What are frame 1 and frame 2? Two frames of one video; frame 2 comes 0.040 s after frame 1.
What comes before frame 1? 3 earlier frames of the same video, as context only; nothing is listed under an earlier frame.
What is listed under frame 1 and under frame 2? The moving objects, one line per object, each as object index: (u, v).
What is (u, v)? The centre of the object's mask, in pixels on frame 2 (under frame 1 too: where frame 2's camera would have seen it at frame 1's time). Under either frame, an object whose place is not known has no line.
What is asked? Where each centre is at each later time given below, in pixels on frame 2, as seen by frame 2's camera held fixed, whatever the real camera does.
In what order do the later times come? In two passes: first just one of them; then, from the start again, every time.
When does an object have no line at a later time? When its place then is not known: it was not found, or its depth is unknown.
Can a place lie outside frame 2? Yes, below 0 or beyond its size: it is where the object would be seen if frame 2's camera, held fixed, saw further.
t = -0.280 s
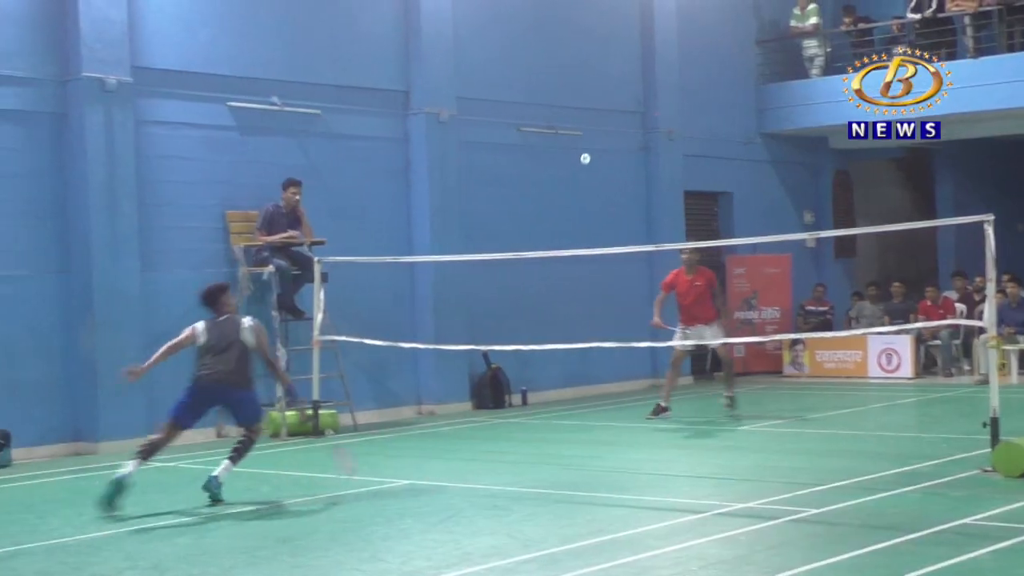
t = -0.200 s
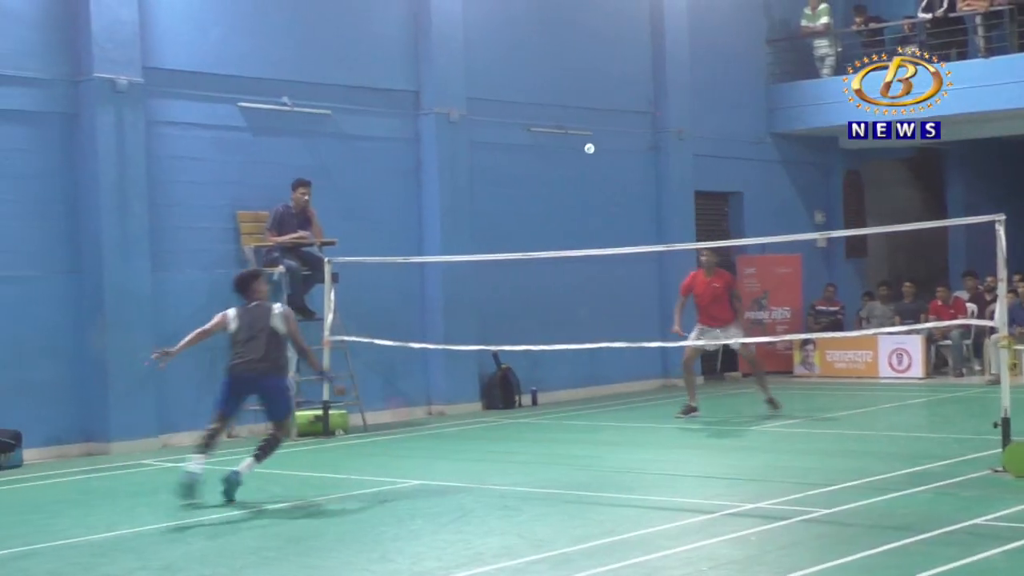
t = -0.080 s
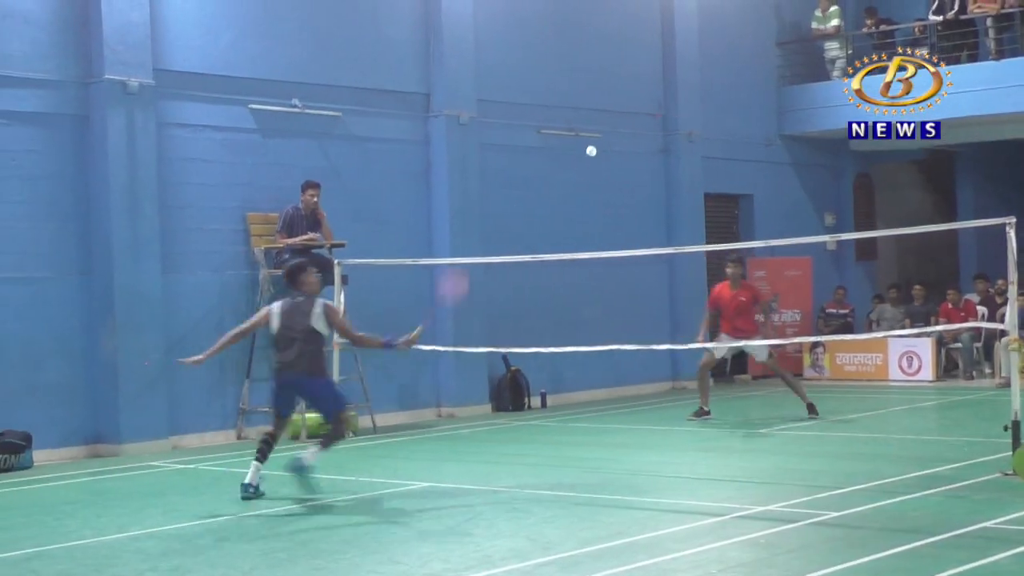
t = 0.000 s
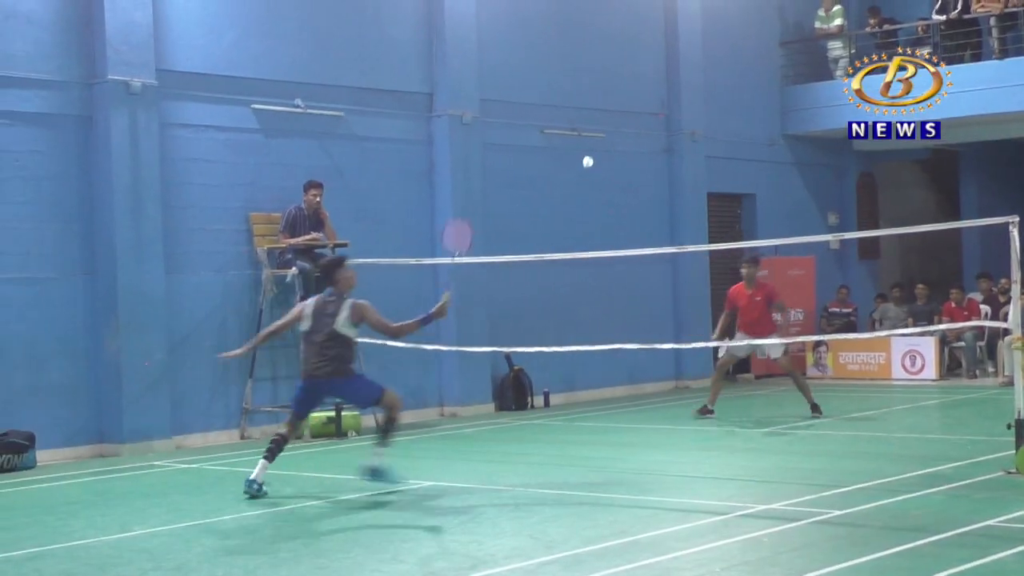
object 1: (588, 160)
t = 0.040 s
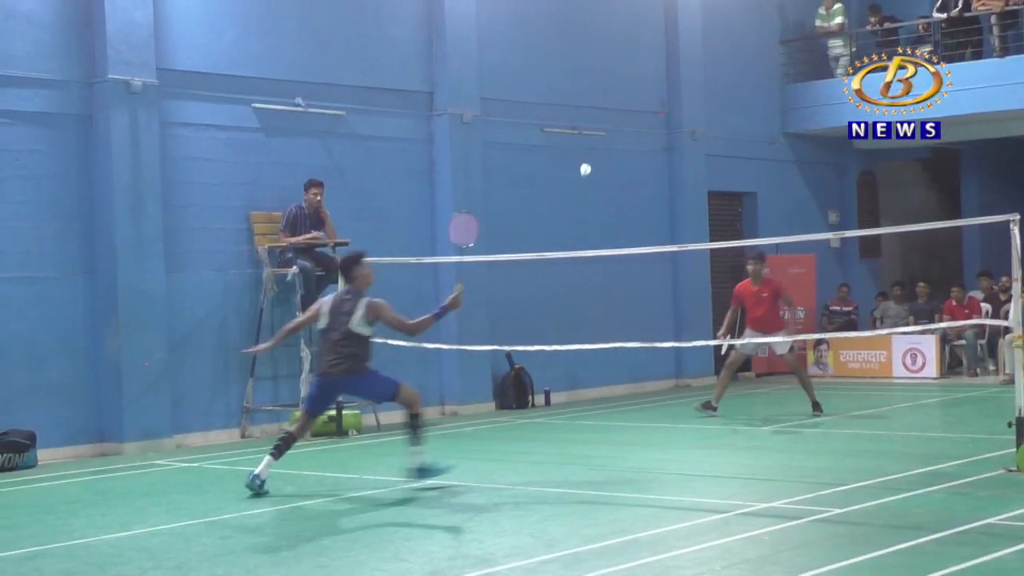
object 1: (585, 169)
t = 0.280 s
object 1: (568, 271)
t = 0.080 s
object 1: (582, 180)
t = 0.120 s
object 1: (579, 194)
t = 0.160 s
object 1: (577, 210)
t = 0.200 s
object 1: (574, 228)
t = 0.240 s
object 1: (571, 248)
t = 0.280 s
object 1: (568, 271)
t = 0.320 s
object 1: (566, 295)
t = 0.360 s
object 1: (564, 321)
